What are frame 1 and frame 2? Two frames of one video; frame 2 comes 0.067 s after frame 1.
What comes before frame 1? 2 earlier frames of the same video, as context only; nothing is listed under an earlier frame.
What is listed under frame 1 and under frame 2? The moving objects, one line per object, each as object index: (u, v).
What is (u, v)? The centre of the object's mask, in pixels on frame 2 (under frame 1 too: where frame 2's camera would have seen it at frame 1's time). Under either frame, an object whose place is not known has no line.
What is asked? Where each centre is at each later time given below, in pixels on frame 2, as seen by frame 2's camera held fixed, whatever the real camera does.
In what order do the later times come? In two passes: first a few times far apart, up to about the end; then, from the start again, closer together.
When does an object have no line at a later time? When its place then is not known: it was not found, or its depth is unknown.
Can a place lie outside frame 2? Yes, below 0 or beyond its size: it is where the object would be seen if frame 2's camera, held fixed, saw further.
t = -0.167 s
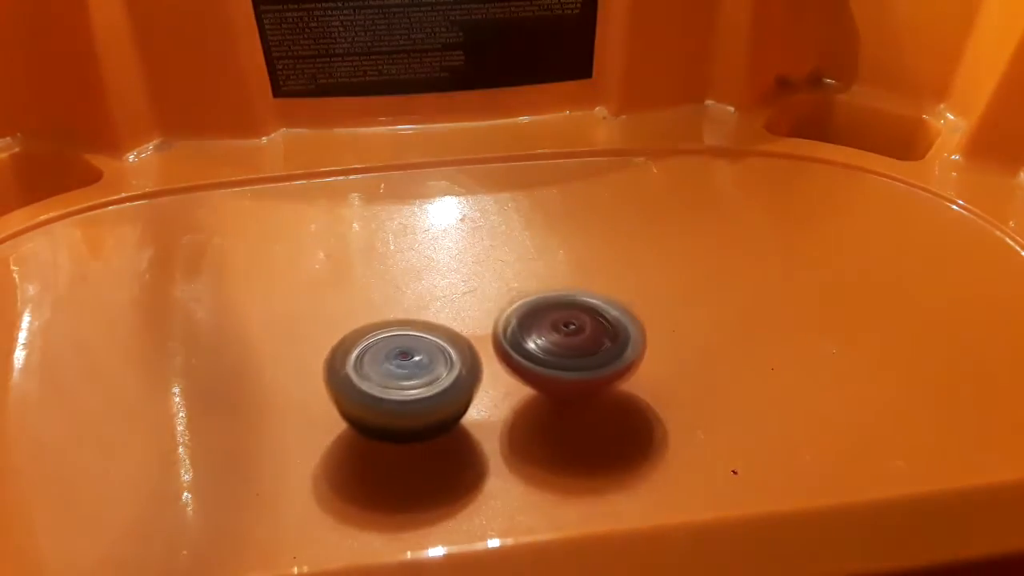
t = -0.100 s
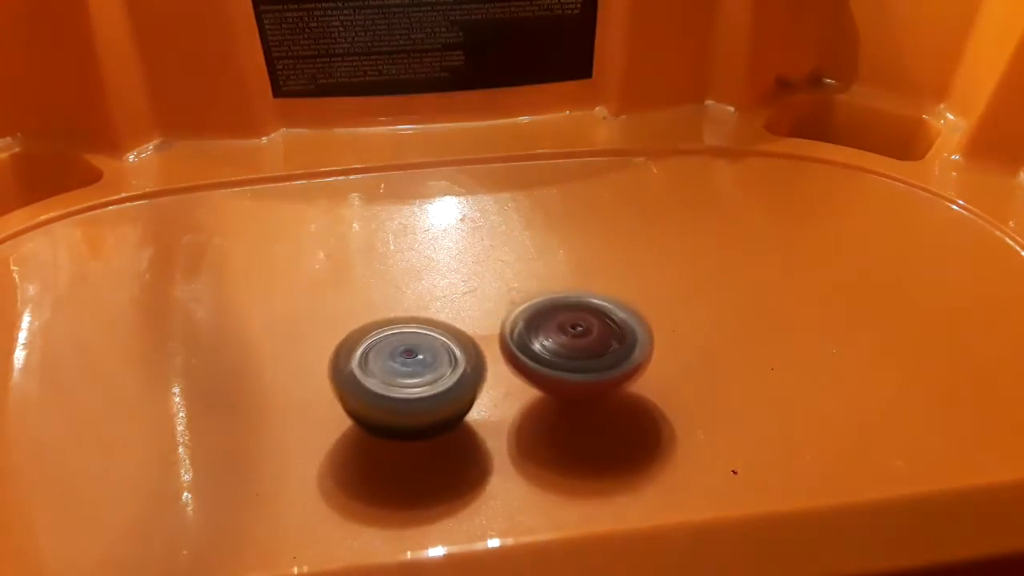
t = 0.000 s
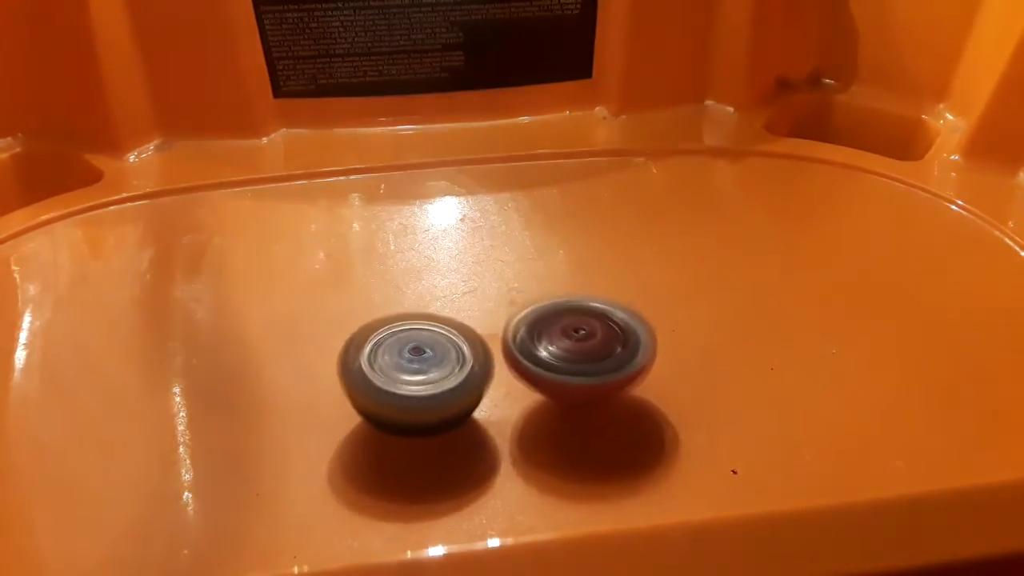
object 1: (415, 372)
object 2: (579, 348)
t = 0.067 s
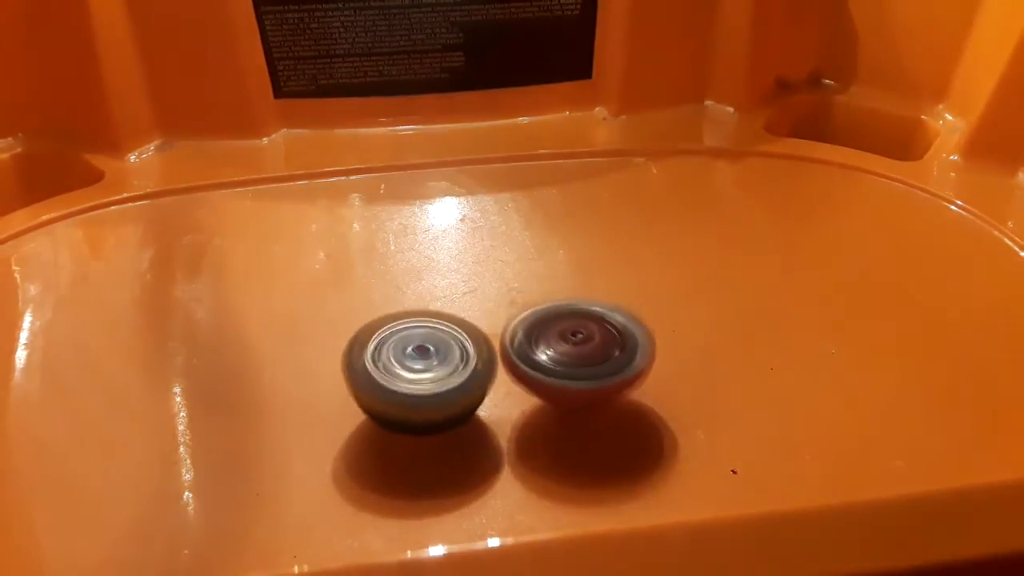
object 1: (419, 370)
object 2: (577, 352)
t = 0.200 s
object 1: (414, 362)
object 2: (583, 354)
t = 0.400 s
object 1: (413, 353)
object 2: (585, 352)
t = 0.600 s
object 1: (417, 346)
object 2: (574, 345)
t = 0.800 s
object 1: (417, 340)
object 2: (574, 330)
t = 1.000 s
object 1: (404, 334)
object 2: (579, 321)
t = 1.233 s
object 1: (397, 327)
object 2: (570, 315)
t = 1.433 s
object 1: (398, 319)
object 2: (559, 315)
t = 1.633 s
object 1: (403, 313)
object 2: (550, 322)
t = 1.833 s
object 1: (401, 311)
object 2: (552, 334)
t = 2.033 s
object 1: (392, 316)
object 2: (564, 346)
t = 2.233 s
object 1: (392, 320)
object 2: (572, 357)
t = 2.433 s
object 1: (386, 324)
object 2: (568, 360)
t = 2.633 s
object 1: (374, 328)
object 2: (554, 362)
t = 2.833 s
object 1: (364, 338)
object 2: (543, 356)
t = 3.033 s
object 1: (361, 347)
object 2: (536, 352)
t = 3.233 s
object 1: (367, 356)
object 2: (528, 357)
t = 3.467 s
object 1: (374, 361)
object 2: (533, 368)
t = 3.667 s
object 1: (382, 359)
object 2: (551, 369)
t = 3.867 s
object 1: (386, 350)
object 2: (559, 361)
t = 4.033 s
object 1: (394, 344)
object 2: (554, 345)
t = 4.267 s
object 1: (390, 341)
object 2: (552, 330)
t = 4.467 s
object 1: (384, 342)
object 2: (539, 324)
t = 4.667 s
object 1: (369, 343)
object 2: (533, 322)
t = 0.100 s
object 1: (419, 368)
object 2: (578, 353)
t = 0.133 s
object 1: (416, 365)
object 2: (581, 353)
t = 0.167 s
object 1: (415, 363)
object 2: (581, 353)
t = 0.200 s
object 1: (414, 362)
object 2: (583, 354)
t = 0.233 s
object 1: (413, 360)
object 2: (584, 355)
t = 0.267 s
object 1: (413, 359)
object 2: (585, 353)
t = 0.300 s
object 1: (412, 357)
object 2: (586, 353)
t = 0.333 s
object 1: (413, 356)
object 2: (586, 353)
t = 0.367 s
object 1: (413, 354)
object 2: (586, 352)
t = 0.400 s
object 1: (413, 353)
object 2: (585, 352)
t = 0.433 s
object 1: (414, 352)
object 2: (584, 352)
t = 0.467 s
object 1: (415, 351)
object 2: (582, 351)
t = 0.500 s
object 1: (416, 350)
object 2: (579, 351)
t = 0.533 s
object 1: (417, 349)
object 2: (575, 350)
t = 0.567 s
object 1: (417, 348)
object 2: (575, 346)
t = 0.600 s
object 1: (417, 346)
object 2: (574, 345)
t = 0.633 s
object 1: (417, 345)
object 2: (575, 342)
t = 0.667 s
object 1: (418, 344)
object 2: (575, 340)
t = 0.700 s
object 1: (418, 343)
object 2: (575, 337)
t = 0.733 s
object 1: (418, 342)
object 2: (575, 335)
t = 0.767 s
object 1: (418, 341)
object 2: (573, 332)
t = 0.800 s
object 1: (417, 340)
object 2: (574, 330)
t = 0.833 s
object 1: (412, 338)
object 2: (577, 327)
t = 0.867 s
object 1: (410, 337)
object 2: (577, 326)
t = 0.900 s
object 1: (408, 337)
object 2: (578, 325)
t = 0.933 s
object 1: (406, 336)
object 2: (579, 323)
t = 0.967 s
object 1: (405, 335)
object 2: (579, 322)
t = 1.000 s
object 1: (404, 334)
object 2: (579, 321)
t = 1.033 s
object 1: (402, 333)
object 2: (579, 319)
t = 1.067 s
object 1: (401, 332)
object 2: (578, 318)
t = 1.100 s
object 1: (400, 331)
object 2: (577, 317)
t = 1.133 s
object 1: (399, 330)
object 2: (575, 316)
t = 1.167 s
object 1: (399, 329)
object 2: (574, 316)
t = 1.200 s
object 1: (398, 328)
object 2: (572, 315)
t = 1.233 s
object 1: (397, 327)
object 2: (570, 315)
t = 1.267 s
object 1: (397, 326)
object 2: (568, 316)
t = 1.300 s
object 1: (397, 324)
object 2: (567, 315)
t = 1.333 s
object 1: (397, 323)
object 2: (565, 315)
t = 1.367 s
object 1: (397, 322)
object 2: (563, 315)
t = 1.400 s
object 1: (397, 321)
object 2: (561, 315)
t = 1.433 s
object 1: (398, 319)
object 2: (559, 315)
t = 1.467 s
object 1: (398, 318)
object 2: (557, 316)
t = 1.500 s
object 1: (399, 317)
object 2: (556, 317)
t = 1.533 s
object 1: (400, 316)
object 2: (554, 318)
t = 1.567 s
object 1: (401, 315)
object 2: (553, 319)
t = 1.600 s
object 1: (402, 314)
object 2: (551, 321)
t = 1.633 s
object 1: (403, 313)
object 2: (550, 322)
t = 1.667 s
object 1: (404, 313)
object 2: (550, 324)
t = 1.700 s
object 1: (404, 311)
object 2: (550, 325)
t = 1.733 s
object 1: (404, 311)
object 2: (550, 327)
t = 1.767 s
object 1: (404, 310)
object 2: (550, 329)
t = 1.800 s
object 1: (403, 310)
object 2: (551, 331)
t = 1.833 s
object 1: (401, 311)
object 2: (552, 334)
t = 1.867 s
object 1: (399, 312)
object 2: (553, 335)
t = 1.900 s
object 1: (397, 312)
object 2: (555, 338)
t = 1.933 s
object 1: (396, 313)
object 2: (556, 340)
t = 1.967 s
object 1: (394, 315)
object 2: (558, 341)
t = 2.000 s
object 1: (393, 315)
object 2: (561, 344)
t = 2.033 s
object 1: (392, 316)
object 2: (564, 346)
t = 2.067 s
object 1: (392, 317)
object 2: (568, 348)
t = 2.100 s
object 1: (391, 318)
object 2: (571, 350)
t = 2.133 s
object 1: (392, 318)
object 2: (572, 351)
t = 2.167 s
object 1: (392, 319)
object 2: (573, 354)
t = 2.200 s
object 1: (392, 319)
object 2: (573, 355)
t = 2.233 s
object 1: (392, 320)
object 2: (572, 357)
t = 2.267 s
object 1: (392, 320)
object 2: (572, 358)
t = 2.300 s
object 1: (391, 321)
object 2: (571, 359)
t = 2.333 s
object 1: (390, 322)
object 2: (571, 360)
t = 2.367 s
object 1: (389, 322)
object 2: (570, 360)
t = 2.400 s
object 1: (387, 323)
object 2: (569, 359)
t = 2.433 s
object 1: (386, 324)
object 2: (568, 360)
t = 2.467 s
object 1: (384, 324)
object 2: (567, 360)
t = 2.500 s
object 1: (382, 325)
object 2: (565, 361)
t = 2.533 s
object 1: (380, 325)
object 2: (563, 362)
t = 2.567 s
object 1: (378, 326)
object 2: (560, 362)
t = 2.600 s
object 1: (376, 327)
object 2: (557, 362)
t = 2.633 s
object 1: (374, 328)
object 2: (554, 362)
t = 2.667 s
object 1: (372, 330)
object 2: (551, 362)
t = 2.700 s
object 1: (370, 331)
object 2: (548, 361)
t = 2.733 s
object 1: (368, 333)
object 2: (545, 360)
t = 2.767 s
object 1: (367, 335)
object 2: (544, 359)
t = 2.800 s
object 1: (366, 336)
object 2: (544, 358)
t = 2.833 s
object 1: (364, 338)
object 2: (543, 356)
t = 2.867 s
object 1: (364, 339)
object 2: (543, 355)
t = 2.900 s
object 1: (363, 341)
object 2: (542, 353)
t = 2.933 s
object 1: (362, 342)
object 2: (541, 352)
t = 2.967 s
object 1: (362, 344)
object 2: (539, 352)
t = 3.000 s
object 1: (362, 345)
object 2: (538, 352)
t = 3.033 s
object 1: (361, 347)
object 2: (536, 352)
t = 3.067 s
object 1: (361, 348)
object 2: (534, 352)
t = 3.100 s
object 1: (362, 350)
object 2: (533, 353)
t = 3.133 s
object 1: (363, 351)
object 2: (532, 354)
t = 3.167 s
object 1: (364, 353)
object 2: (531, 355)
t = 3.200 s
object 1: (365, 354)
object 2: (529, 356)
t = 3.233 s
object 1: (367, 356)
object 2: (528, 357)
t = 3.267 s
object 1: (368, 357)
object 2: (527, 359)
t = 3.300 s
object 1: (369, 358)
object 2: (529, 361)
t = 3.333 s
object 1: (370, 358)
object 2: (529, 362)
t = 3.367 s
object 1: (371, 359)
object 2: (532, 365)
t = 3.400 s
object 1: (372, 360)
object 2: (531, 366)
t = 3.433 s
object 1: (373, 361)
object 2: (531, 368)
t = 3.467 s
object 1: (374, 361)
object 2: (533, 368)
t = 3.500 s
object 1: (374, 361)
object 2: (537, 369)
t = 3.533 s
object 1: (375, 361)
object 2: (539, 369)
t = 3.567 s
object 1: (376, 360)
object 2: (542, 370)
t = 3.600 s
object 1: (377, 360)
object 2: (546, 371)
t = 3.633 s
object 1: (379, 359)
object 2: (549, 371)
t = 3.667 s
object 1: (382, 359)
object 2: (551, 369)
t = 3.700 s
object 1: (384, 358)
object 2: (553, 368)
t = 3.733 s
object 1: (385, 357)
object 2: (555, 367)
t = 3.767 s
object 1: (386, 355)
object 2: (557, 366)
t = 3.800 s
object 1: (386, 354)
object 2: (558, 365)
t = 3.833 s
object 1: (386, 352)
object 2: (559, 363)
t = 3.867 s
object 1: (386, 350)
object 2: (559, 361)
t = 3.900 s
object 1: (388, 348)
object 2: (557, 356)
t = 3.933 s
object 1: (389, 347)
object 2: (555, 354)
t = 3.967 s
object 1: (391, 345)
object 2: (555, 351)
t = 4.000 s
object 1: (392, 345)
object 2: (555, 348)
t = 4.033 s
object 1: (394, 344)
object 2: (554, 345)
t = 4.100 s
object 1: (396, 343)
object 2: (552, 340)
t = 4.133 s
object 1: (391, 342)
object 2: (556, 337)
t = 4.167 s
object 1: (391, 342)
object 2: (555, 335)
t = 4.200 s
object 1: (391, 342)
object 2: (555, 334)
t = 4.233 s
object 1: (390, 342)
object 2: (554, 332)
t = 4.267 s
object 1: (390, 341)
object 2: (552, 330)
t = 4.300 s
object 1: (389, 341)
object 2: (551, 329)
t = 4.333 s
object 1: (388, 342)
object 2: (548, 328)
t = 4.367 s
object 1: (387, 342)
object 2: (546, 327)
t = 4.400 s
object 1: (387, 342)
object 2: (544, 325)
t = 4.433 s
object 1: (386, 342)
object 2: (542, 324)
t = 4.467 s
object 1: (384, 342)
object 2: (539, 324)
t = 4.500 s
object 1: (382, 343)
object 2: (537, 324)
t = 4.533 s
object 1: (377, 343)
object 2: (537, 321)
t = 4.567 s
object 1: (375, 342)
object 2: (534, 321)
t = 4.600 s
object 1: (372, 343)
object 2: (536, 323)
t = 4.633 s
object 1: (370, 342)
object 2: (534, 321)
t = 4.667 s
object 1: (369, 343)
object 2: (533, 322)
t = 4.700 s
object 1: (367, 344)
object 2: (533, 323)
